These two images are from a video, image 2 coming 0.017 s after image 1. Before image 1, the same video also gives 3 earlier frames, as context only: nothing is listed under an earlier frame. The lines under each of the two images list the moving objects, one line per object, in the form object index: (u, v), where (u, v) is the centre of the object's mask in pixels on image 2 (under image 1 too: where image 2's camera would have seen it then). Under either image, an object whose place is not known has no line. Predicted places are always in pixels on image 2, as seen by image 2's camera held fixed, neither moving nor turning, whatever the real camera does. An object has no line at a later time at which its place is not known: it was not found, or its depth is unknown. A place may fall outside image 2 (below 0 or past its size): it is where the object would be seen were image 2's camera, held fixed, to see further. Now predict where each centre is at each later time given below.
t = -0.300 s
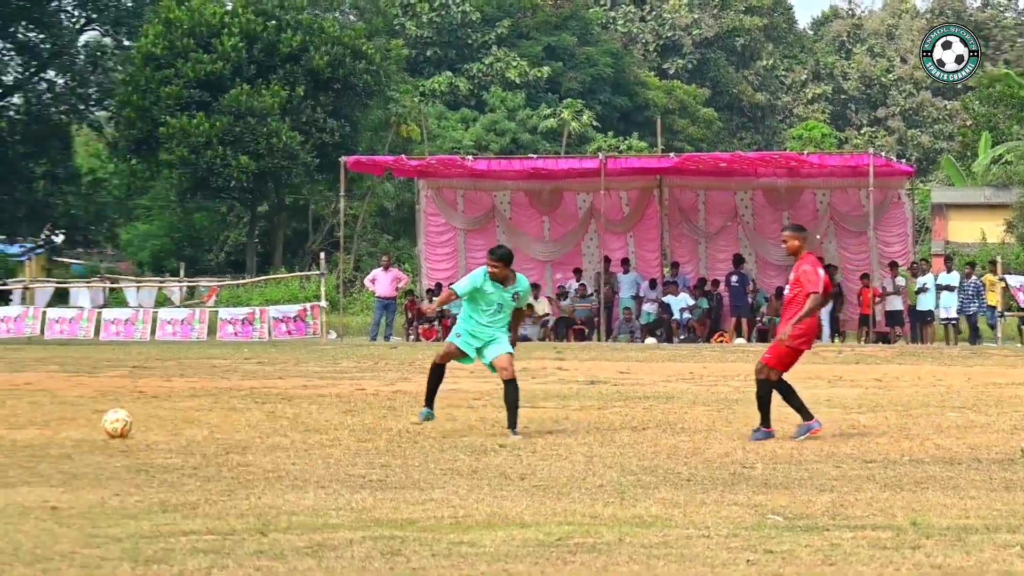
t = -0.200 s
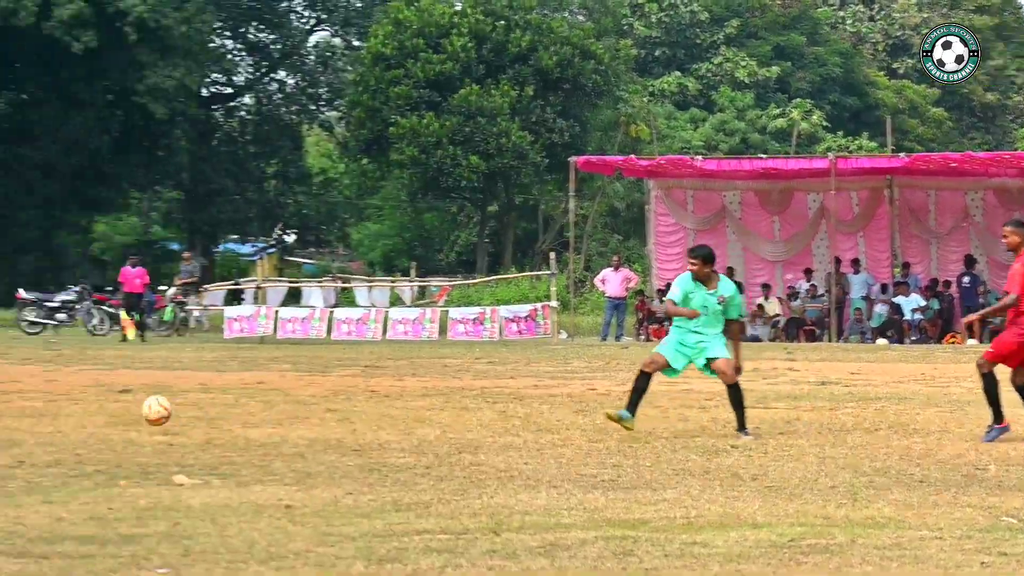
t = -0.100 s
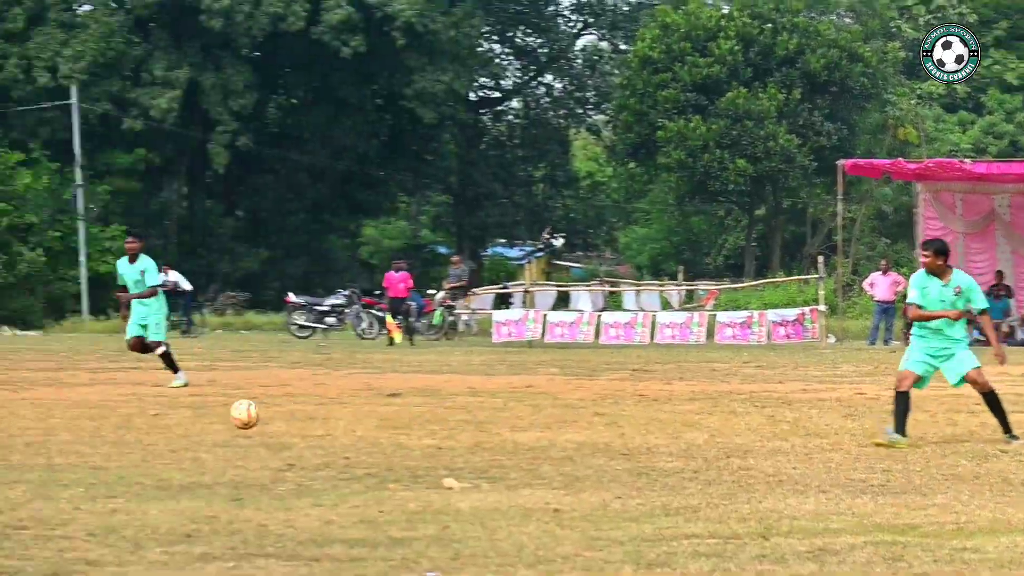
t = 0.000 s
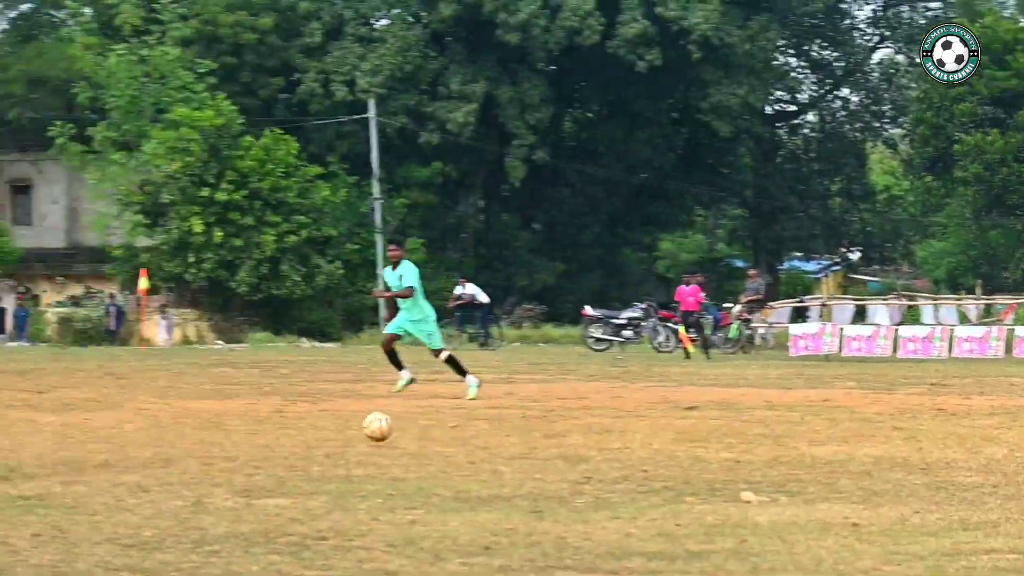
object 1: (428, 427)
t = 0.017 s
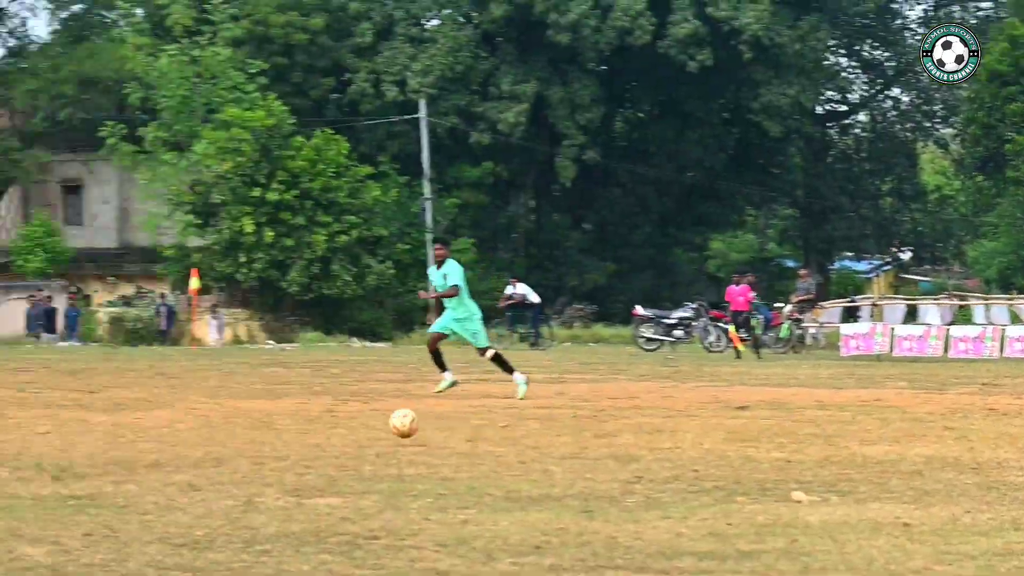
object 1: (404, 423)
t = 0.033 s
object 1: (380, 421)
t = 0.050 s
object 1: (358, 417)
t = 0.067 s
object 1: (334, 415)
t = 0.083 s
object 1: (310, 414)
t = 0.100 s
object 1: (286, 414)
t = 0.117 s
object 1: (266, 414)
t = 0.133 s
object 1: (245, 416)
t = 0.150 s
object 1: (224, 418)
